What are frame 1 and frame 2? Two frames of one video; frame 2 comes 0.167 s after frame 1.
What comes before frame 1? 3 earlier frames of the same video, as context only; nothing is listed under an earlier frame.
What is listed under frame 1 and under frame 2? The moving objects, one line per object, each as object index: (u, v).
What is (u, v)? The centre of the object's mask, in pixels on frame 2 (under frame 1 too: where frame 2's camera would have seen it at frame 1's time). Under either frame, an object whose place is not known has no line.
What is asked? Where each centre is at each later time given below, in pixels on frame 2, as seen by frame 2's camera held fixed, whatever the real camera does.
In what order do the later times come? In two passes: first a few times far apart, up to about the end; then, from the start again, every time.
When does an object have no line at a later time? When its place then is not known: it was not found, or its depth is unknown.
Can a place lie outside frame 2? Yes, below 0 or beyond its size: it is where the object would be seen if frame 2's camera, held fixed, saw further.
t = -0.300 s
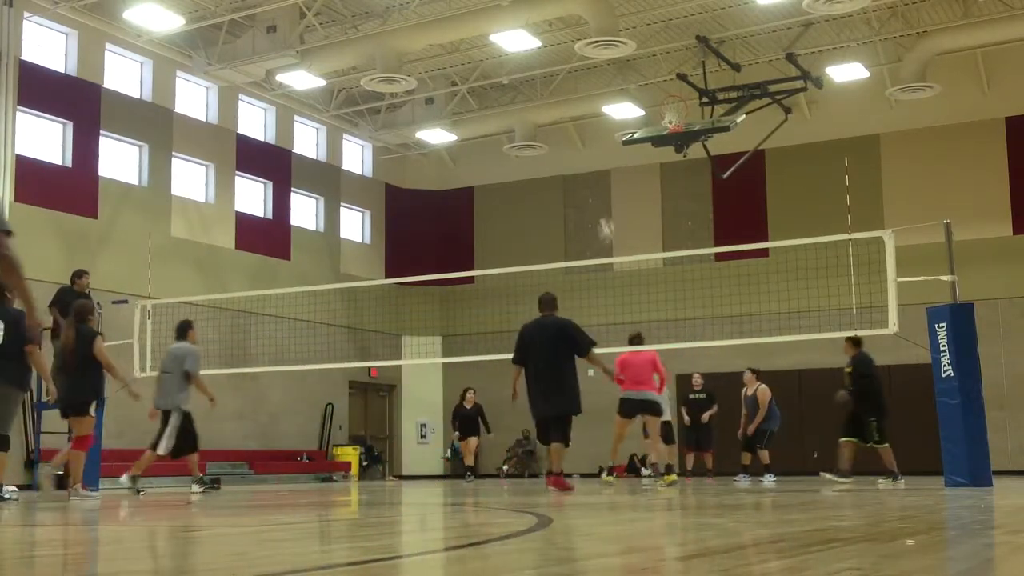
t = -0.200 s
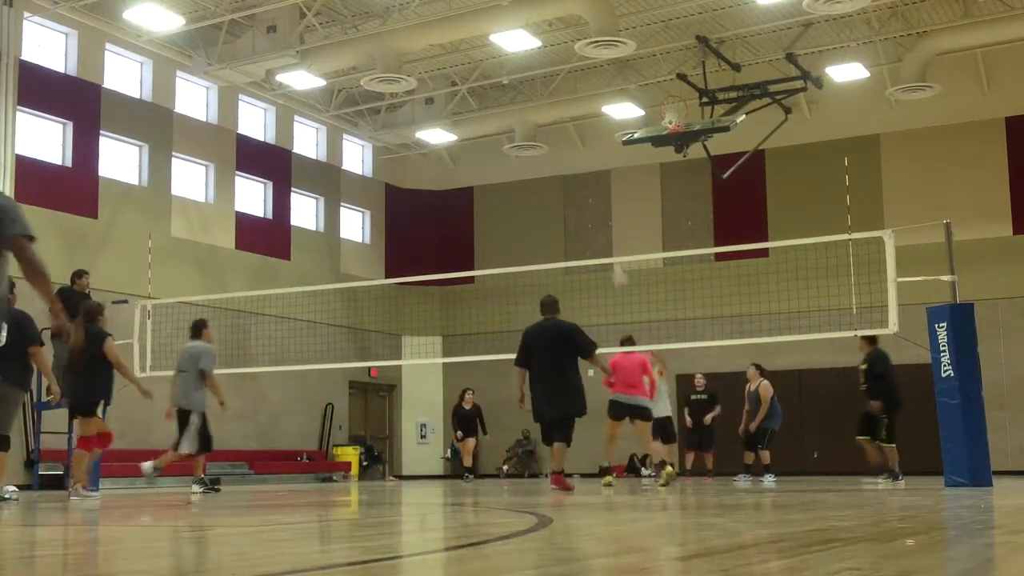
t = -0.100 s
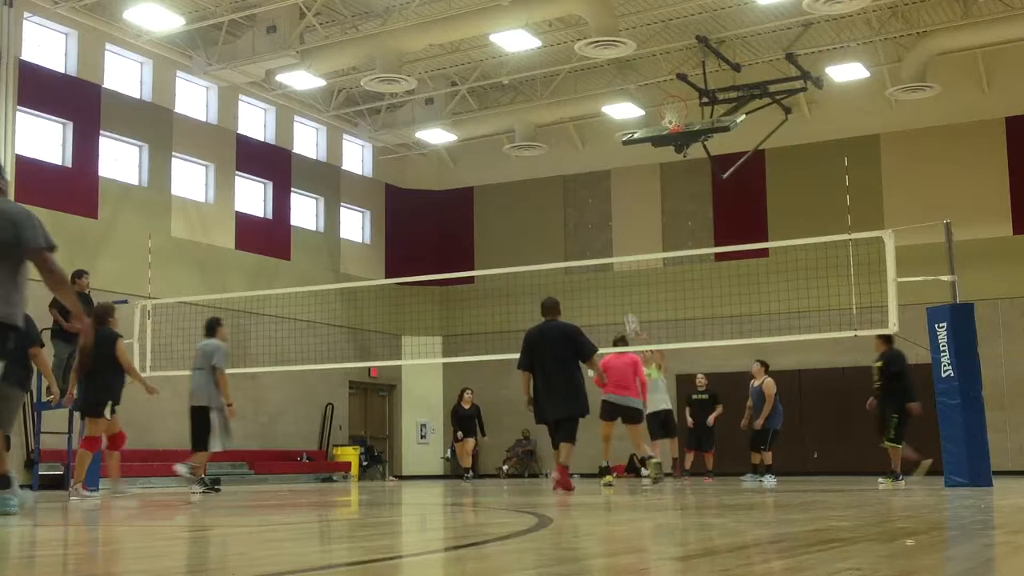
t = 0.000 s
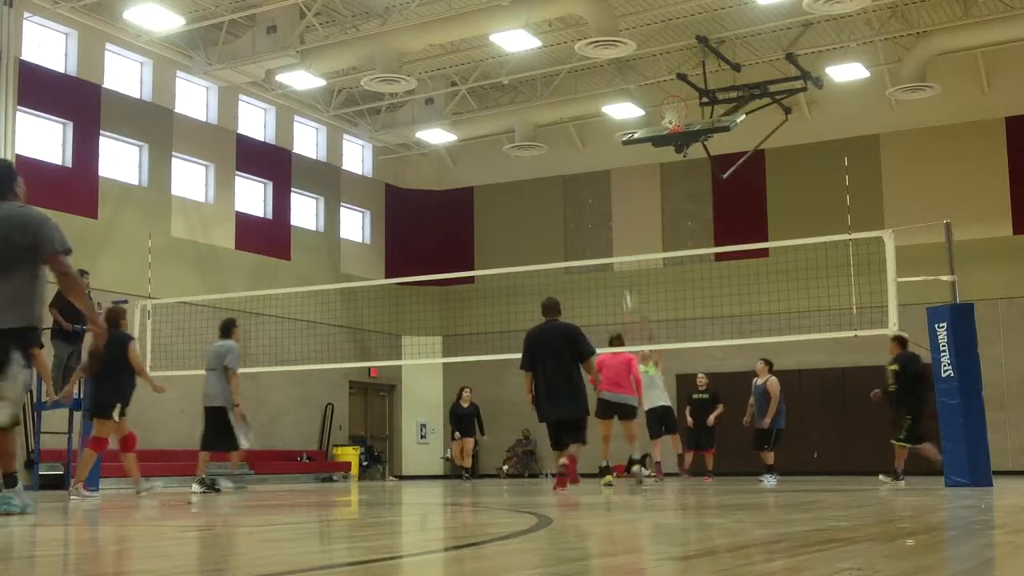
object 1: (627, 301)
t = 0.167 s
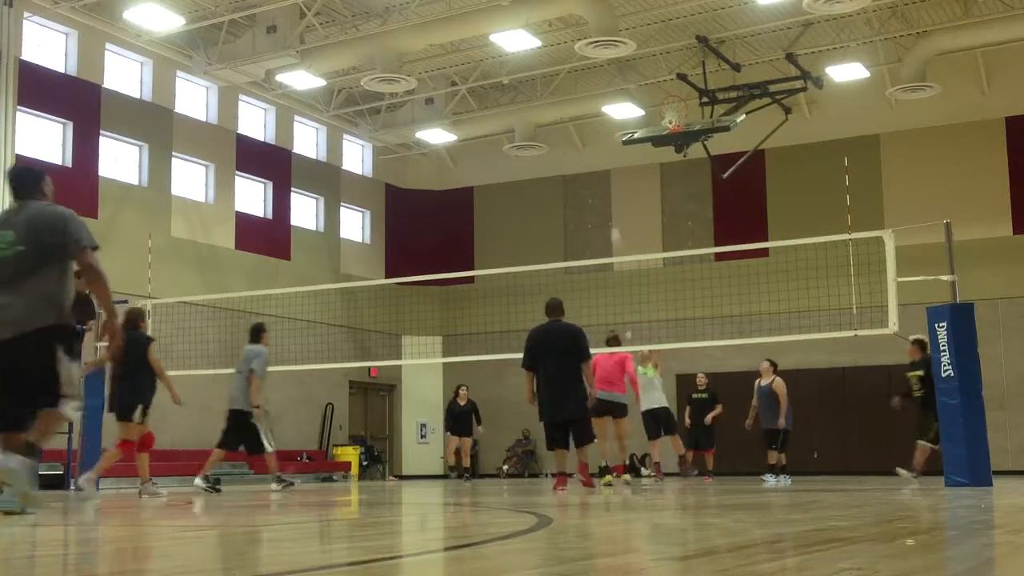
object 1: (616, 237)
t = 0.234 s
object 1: (611, 215)
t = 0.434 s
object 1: (598, 171)
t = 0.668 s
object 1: (583, 152)
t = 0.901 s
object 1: (567, 172)
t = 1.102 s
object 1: (553, 226)
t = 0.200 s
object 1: (613, 225)
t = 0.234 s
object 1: (611, 215)
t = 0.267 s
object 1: (608, 206)
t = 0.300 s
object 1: (607, 198)
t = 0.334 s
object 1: (605, 190)
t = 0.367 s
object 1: (602, 183)
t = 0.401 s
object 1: (600, 177)
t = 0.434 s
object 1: (598, 171)
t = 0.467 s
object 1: (596, 166)
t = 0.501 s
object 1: (593, 161)
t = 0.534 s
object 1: (592, 158)
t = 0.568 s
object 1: (589, 155)
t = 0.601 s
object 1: (588, 154)
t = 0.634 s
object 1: (585, 152)
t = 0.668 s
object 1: (583, 152)
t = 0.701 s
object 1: (581, 152)
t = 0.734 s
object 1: (579, 153)
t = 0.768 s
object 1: (576, 155)
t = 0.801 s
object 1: (574, 157)
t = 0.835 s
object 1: (571, 161)
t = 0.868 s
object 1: (569, 166)
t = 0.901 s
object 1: (567, 172)
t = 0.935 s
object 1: (564, 179)
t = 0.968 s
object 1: (562, 187)
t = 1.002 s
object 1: (559, 195)
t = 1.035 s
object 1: (557, 204)
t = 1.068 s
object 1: (555, 214)
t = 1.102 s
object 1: (553, 226)
